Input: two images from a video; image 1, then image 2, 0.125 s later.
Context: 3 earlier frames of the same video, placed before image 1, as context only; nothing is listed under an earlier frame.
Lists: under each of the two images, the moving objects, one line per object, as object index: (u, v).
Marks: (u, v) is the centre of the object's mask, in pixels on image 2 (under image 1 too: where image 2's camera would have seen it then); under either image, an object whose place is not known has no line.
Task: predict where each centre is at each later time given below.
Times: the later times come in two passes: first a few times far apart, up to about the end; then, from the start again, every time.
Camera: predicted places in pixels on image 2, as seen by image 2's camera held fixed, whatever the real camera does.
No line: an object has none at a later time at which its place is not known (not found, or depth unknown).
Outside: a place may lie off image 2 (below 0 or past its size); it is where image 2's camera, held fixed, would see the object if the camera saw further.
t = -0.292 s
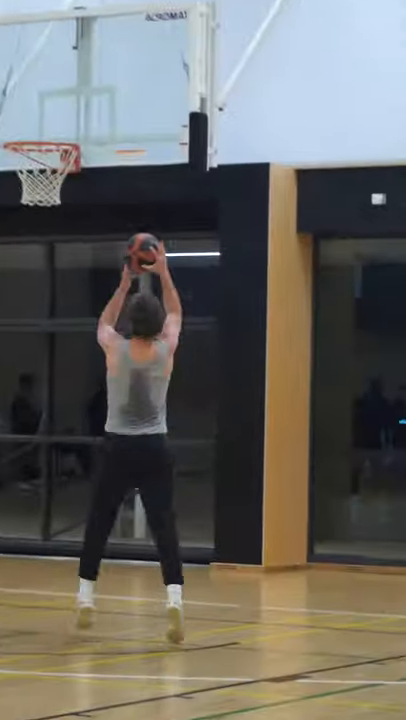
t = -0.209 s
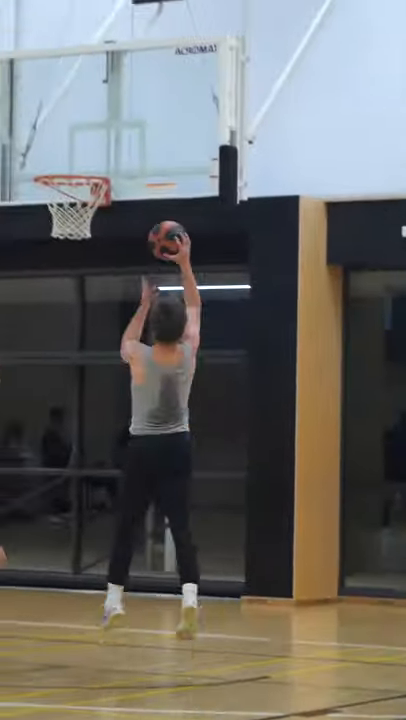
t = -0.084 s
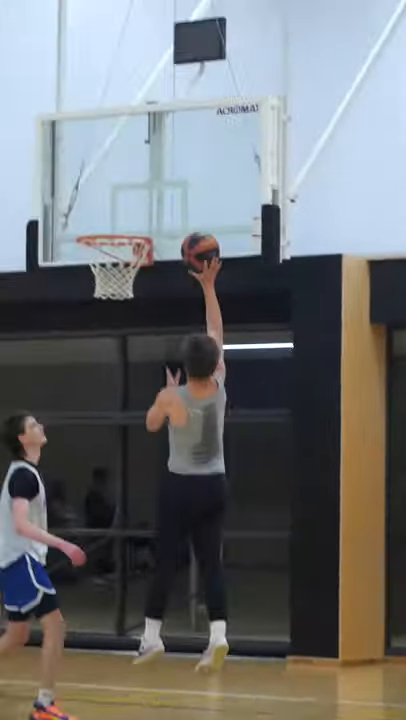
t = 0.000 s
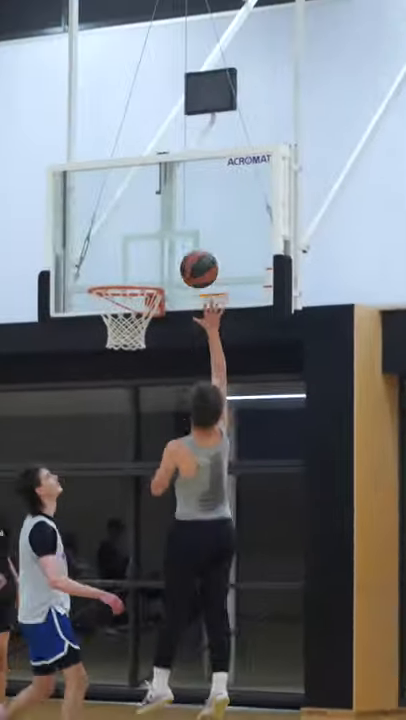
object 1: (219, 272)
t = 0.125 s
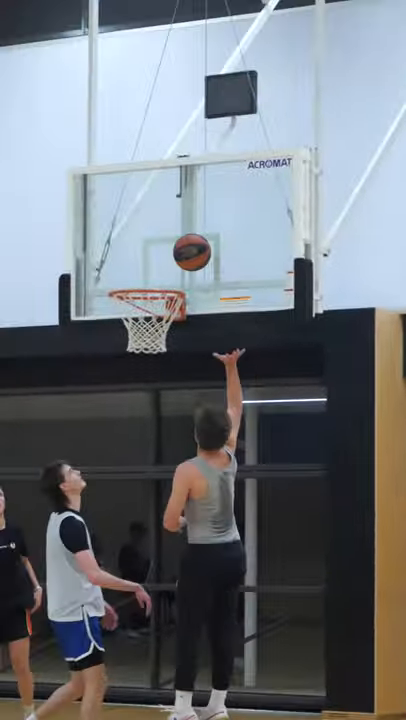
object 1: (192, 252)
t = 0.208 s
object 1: (169, 255)
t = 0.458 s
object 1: (158, 304)
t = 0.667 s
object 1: (156, 321)
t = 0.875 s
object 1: (137, 339)
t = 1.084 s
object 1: (148, 350)
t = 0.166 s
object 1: (181, 252)
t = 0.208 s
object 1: (169, 255)
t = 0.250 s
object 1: (158, 261)
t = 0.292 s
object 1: (146, 269)
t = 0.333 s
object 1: (135, 276)
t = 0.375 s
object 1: (138, 287)
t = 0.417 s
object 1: (147, 294)
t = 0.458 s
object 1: (158, 304)
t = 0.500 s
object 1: (166, 310)
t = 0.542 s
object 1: (166, 314)
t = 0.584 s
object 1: (163, 316)
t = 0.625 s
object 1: (163, 317)
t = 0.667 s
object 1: (156, 321)
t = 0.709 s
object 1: (152, 320)
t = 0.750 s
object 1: (146, 321)
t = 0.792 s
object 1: (143, 329)
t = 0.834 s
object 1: (138, 331)
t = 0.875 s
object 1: (137, 339)
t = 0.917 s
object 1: (137, 339)
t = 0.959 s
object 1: (137, 341)
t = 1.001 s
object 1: (139, 343)
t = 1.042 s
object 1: (145, 348)
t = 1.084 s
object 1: (148, 350)
